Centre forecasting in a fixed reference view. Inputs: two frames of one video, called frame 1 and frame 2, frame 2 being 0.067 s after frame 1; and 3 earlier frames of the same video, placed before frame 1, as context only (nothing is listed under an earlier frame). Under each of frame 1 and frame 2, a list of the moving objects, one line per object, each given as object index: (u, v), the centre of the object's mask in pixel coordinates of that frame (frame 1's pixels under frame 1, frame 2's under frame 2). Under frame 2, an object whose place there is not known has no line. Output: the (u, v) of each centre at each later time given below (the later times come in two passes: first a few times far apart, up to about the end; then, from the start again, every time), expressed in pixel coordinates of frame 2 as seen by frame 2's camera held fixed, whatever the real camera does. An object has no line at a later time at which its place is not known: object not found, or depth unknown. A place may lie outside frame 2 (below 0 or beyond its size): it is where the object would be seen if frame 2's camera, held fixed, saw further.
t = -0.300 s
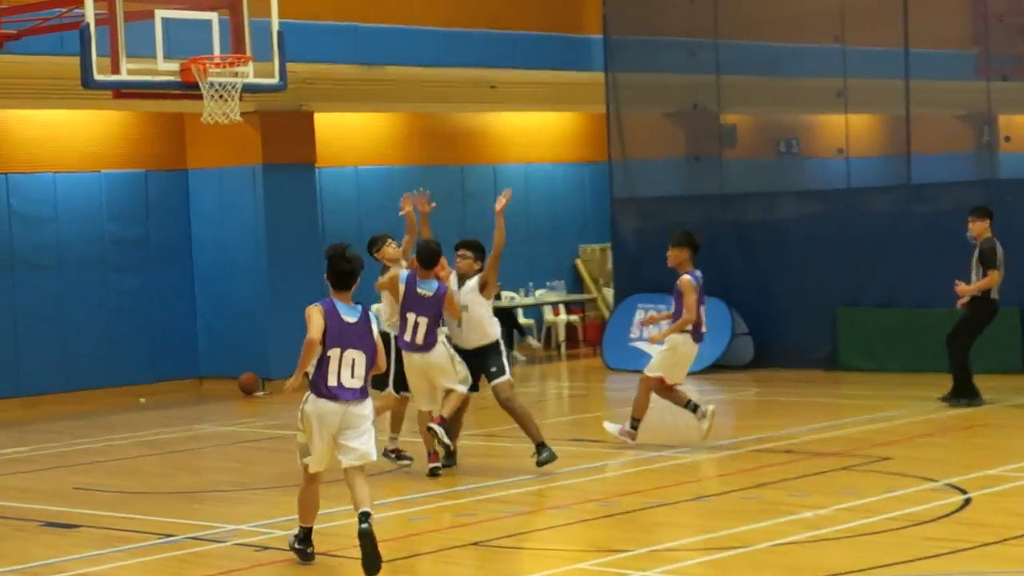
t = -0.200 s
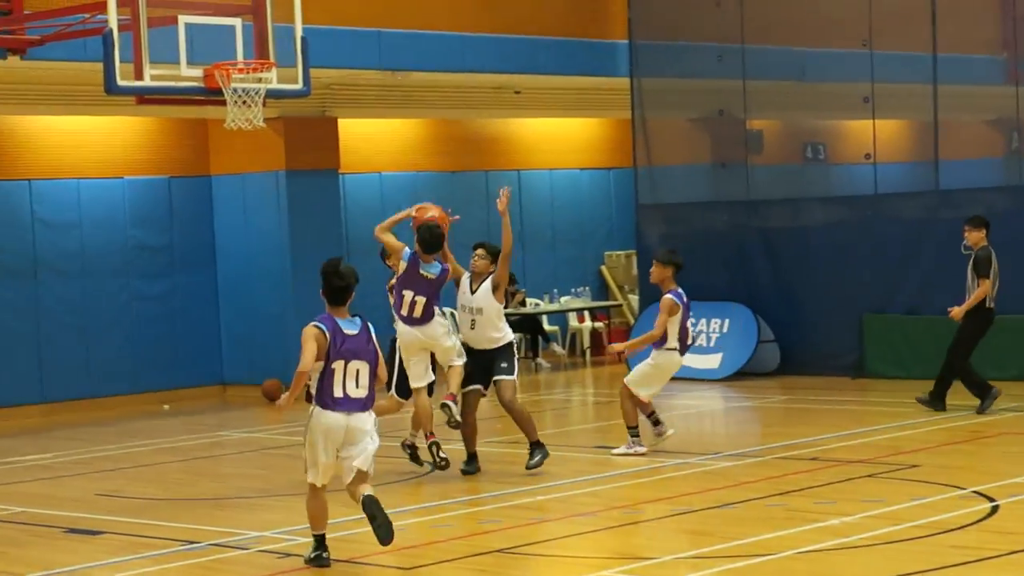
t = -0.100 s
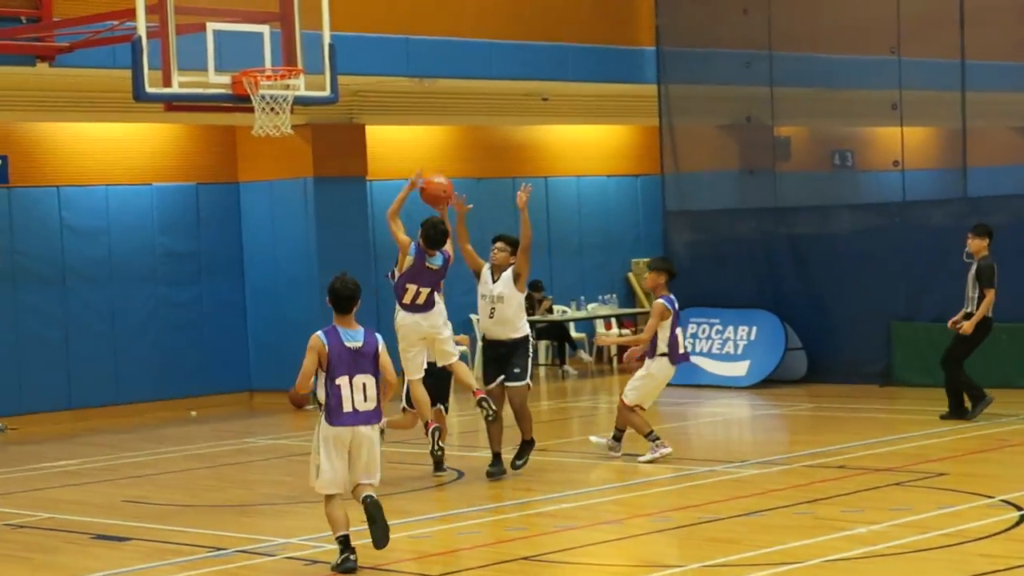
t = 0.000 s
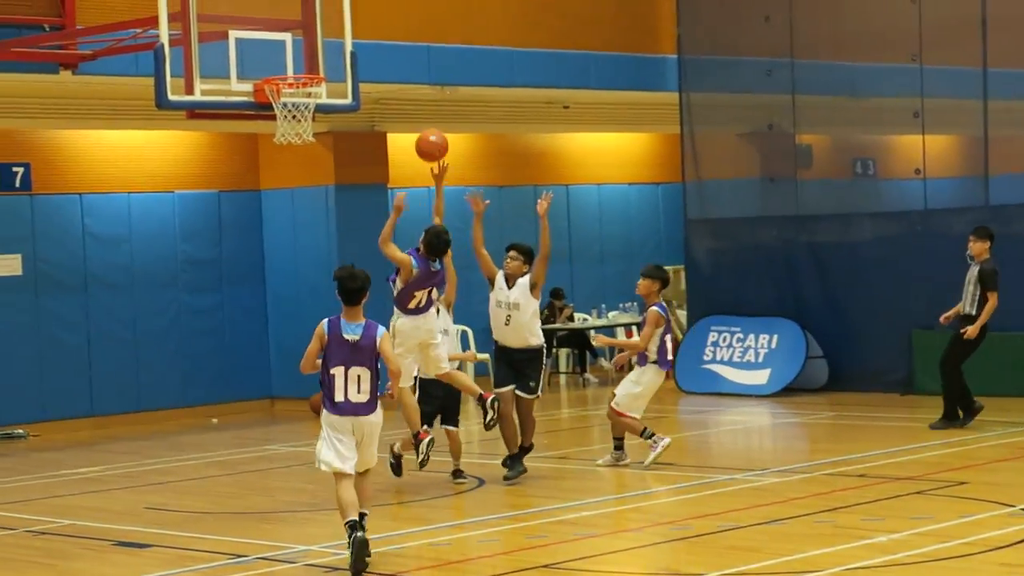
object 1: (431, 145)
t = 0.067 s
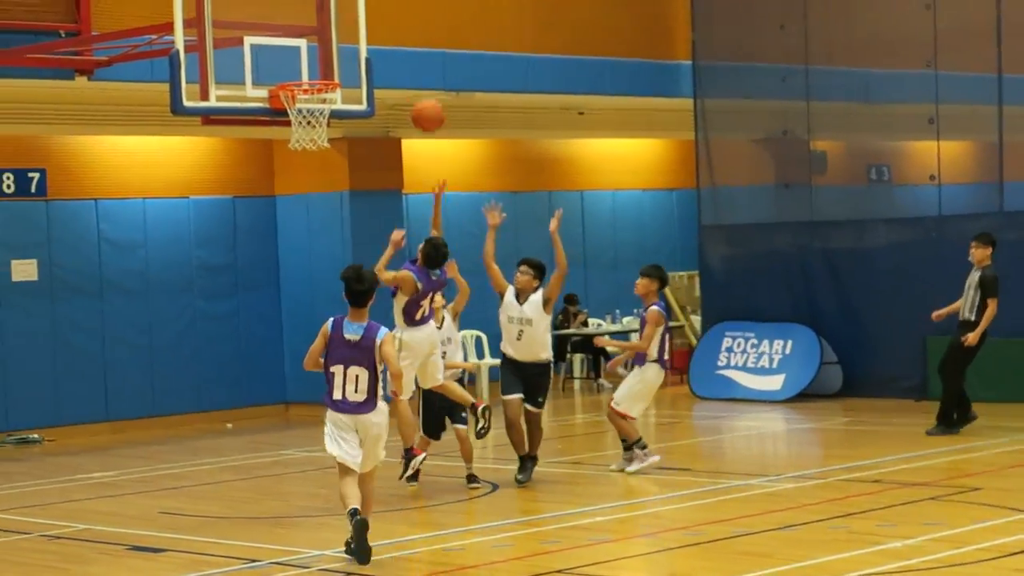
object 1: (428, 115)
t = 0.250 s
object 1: (380, 48)
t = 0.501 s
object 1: (320, 32)
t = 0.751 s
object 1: (277, 55)
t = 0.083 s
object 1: (423, 108)
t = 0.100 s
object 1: (419, 100)
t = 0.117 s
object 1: (414, 92)
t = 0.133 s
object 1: (410, 86)
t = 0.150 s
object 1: (406, 79)
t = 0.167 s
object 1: (400, 72)
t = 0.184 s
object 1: (396, 67)
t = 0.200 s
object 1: (392, 62)
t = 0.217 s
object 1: (388, 57)
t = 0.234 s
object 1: (384, 53)
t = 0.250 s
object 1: (380, 48)
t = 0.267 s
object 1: (375, 44)
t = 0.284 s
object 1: (371, 41)
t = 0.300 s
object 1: (367, 39)
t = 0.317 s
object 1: (362, 36)
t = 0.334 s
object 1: (358, 34)
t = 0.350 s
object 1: (354, 32)
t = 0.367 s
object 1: (351, 31)
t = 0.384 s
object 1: (346, 30)
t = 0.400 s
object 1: (343, 29)
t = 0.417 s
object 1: (339, 29)
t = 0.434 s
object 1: (336, 29)
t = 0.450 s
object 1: (331, 29)
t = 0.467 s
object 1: (327, 30)
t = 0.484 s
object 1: (323, 31)
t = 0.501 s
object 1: (320, 32)
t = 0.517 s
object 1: (316, 35)
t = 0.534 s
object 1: (312, 37)
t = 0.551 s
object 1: (308, 40)
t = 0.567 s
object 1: (305, 43)
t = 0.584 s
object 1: (301, 46)
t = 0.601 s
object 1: (297, 50)
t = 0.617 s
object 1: (294, 54)
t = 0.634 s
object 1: (290, 58)
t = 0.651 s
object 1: (286, 63)
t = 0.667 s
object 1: (283, 66)
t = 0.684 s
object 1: (282, 63)
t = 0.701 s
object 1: (281, 60)
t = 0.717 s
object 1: (279, 58)
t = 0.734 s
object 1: (278, 56)
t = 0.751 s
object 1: (277, 55)
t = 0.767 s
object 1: (275, 53)
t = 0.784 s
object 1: (274, 53)
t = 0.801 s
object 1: (273, 52)
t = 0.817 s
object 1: (271, 52)
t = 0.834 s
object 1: (270, 53)
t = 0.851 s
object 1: (269, 53)
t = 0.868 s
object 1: (268, 54)
